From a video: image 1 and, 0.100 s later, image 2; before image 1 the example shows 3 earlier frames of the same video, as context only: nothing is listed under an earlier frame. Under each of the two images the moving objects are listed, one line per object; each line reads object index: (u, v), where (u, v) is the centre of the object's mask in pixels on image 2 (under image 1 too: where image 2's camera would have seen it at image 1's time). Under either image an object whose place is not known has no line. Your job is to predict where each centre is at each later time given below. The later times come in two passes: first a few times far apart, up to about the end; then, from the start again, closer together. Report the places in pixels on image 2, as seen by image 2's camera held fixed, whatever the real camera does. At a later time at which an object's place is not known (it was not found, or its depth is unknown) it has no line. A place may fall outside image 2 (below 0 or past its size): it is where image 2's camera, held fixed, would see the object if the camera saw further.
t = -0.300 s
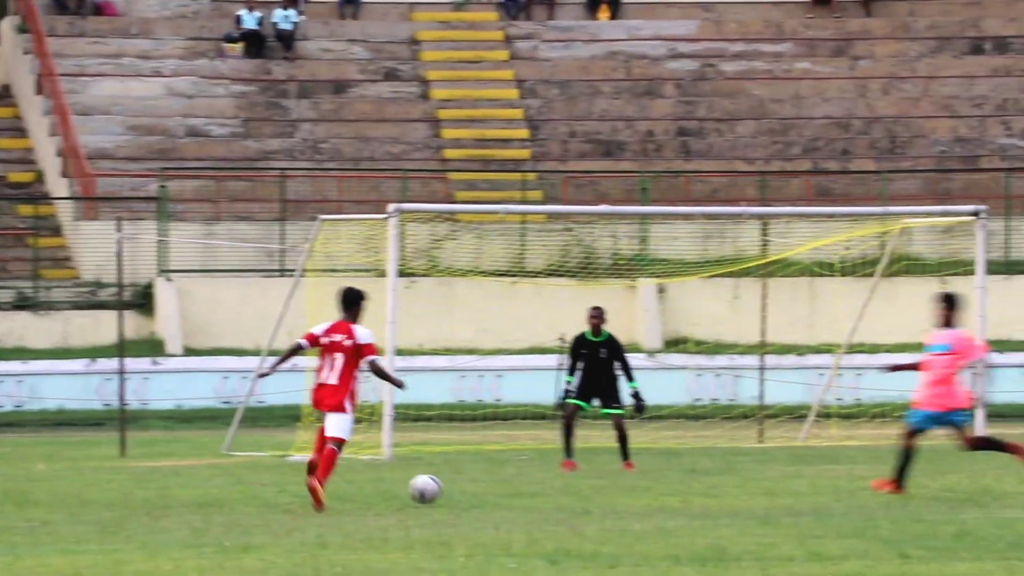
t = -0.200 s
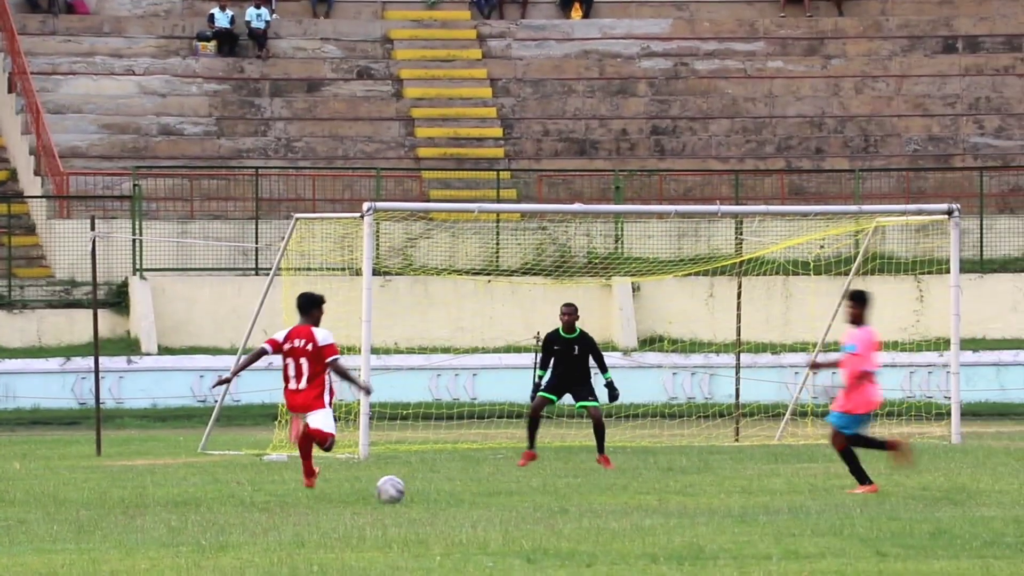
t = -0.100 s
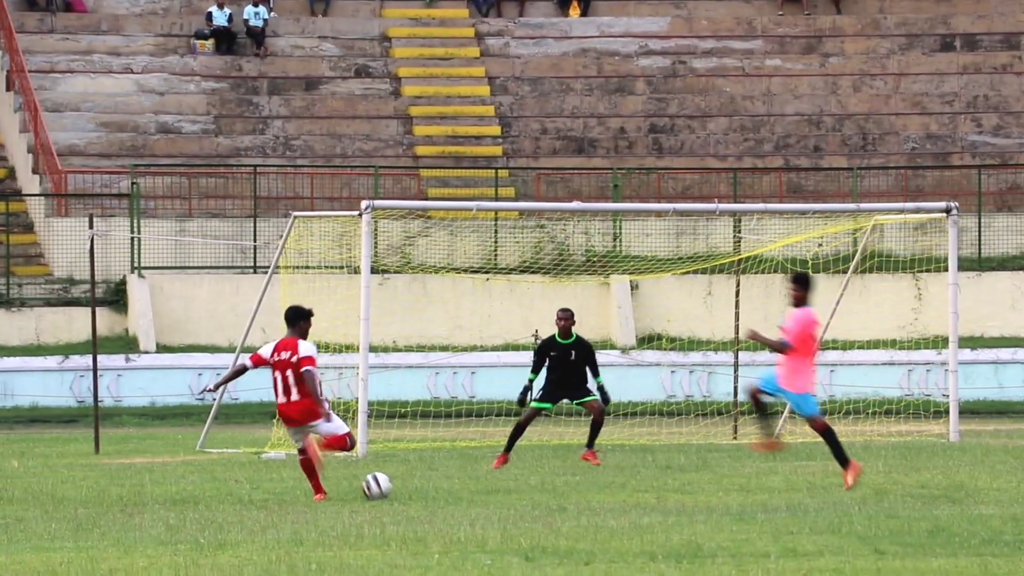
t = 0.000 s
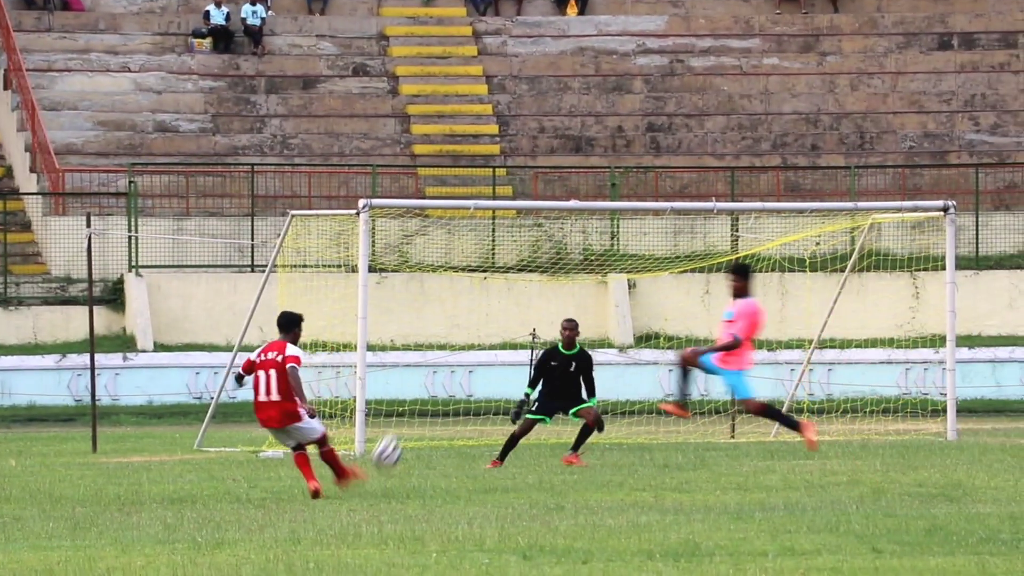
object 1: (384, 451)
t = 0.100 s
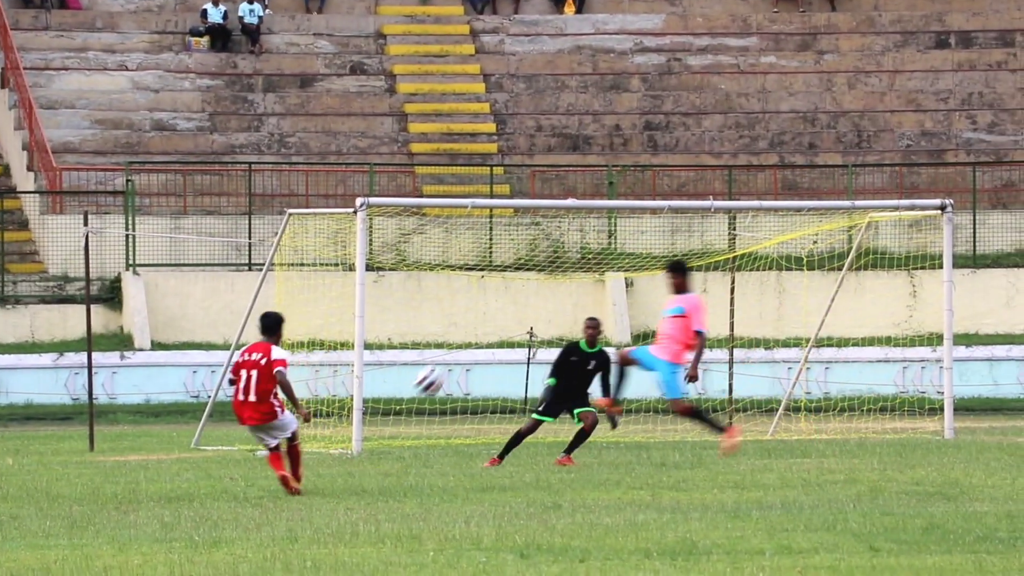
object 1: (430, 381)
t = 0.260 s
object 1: (488, 301)
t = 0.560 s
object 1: (569, 231)
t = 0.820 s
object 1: (616, 244)
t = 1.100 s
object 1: (650, 322)
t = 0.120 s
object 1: (436, 371)
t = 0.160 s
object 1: (452, 347)
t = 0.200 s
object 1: (468, 327)
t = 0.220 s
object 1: (475, 318)
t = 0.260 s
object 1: (488, 301)
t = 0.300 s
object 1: (501, 287)
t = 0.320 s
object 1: (507, 278)
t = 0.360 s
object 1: (519, 266)
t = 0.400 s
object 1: (530, 256)
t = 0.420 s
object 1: (534, 251)
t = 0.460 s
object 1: (545, 244)
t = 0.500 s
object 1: (554, 238)
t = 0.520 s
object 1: (560, 235)
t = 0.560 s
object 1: (569, 231)
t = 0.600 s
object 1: (577, 230)
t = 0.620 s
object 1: (581, 230)
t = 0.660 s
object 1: (590, 230)
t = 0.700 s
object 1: (597, 232)
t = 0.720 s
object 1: (600, 233)
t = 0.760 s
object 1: (607, 236)
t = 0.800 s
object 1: (613, 242)
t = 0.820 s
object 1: (616, 244)
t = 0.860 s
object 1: (622, 252)
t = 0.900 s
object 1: (628, 261)
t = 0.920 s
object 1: (630, 266)
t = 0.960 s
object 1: (634, 277)
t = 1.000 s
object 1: (639, 288)
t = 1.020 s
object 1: (642, 294)
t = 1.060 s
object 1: (646, 308)
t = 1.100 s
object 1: (650, 322)
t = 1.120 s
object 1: (651, 330)
